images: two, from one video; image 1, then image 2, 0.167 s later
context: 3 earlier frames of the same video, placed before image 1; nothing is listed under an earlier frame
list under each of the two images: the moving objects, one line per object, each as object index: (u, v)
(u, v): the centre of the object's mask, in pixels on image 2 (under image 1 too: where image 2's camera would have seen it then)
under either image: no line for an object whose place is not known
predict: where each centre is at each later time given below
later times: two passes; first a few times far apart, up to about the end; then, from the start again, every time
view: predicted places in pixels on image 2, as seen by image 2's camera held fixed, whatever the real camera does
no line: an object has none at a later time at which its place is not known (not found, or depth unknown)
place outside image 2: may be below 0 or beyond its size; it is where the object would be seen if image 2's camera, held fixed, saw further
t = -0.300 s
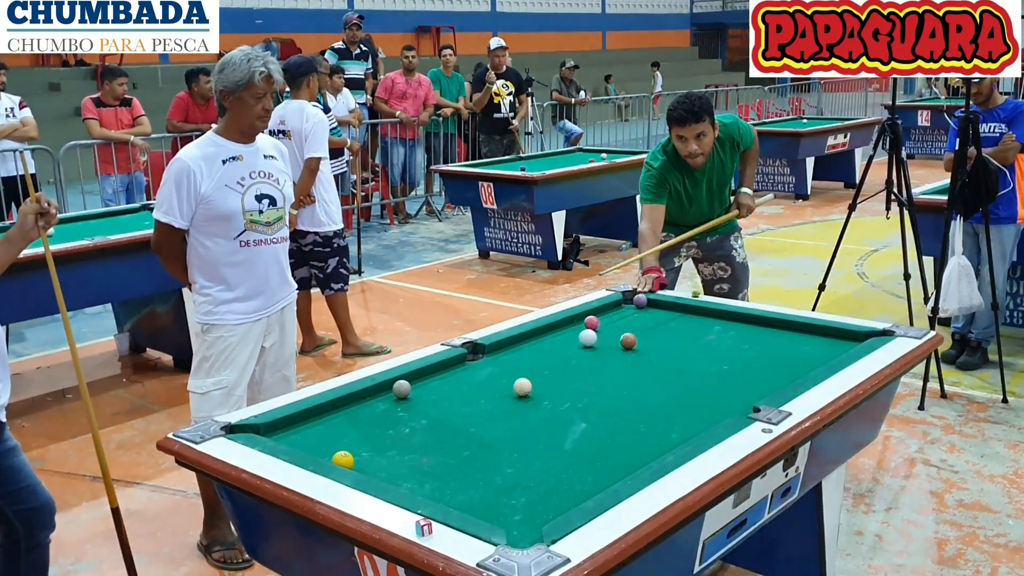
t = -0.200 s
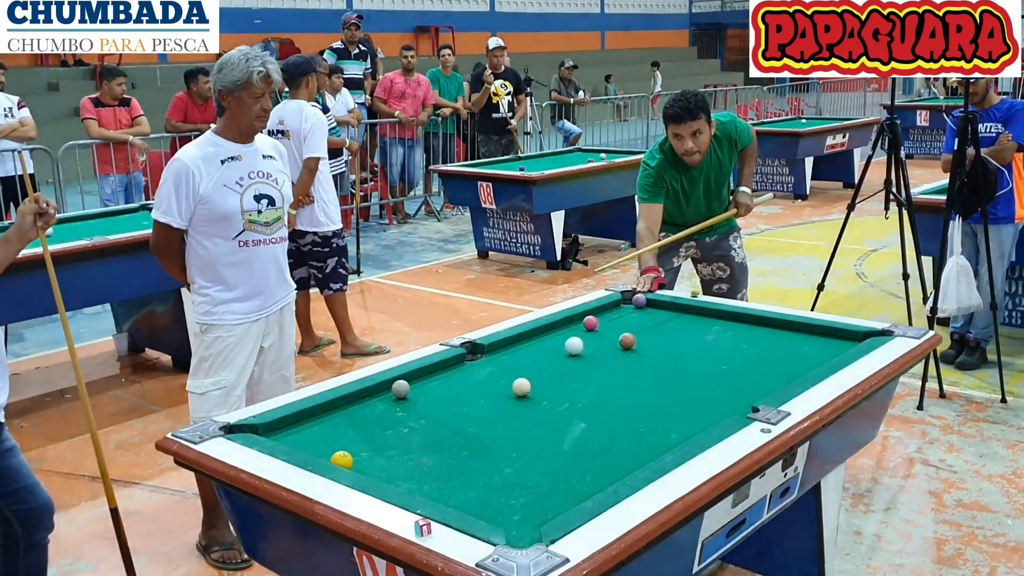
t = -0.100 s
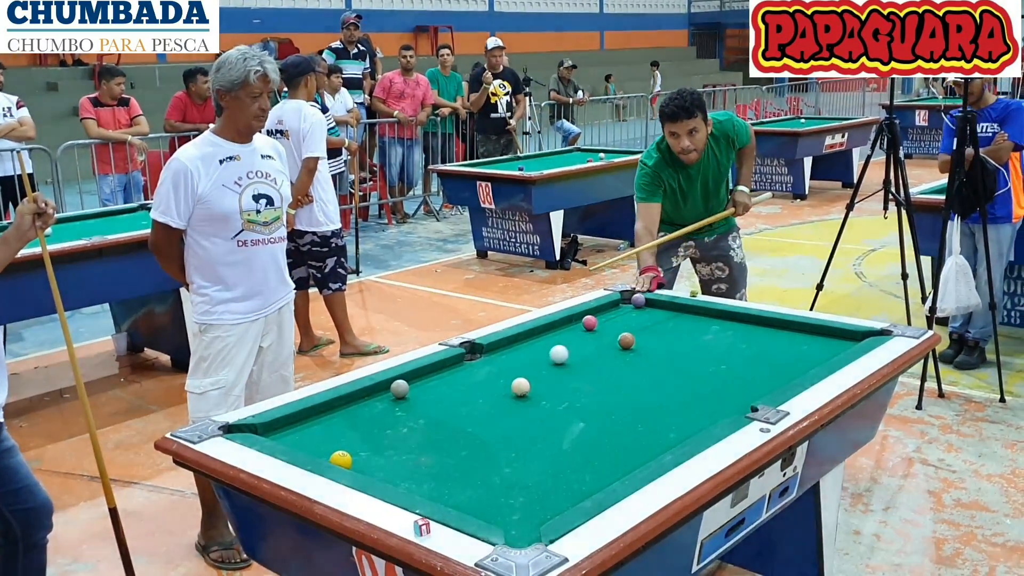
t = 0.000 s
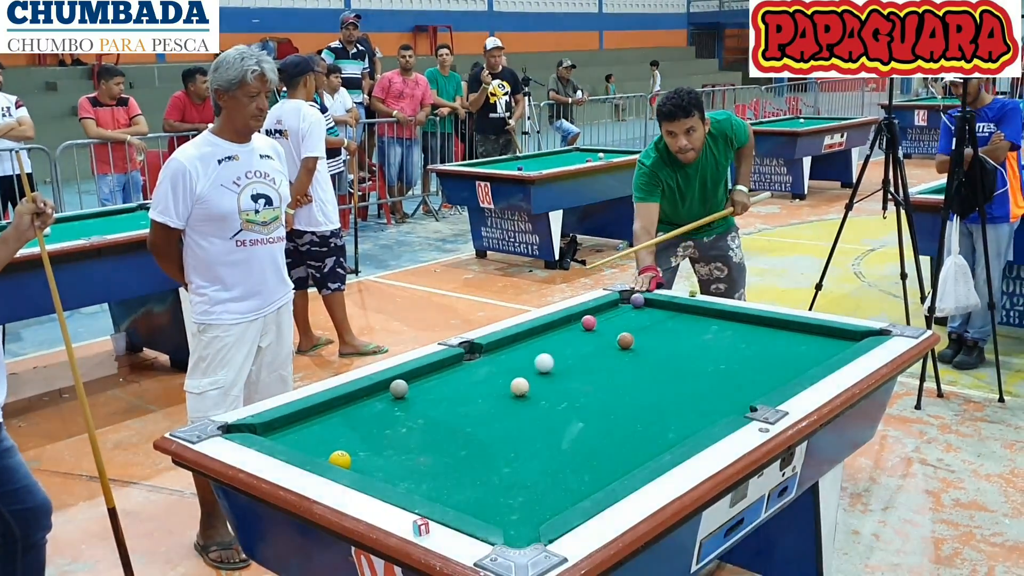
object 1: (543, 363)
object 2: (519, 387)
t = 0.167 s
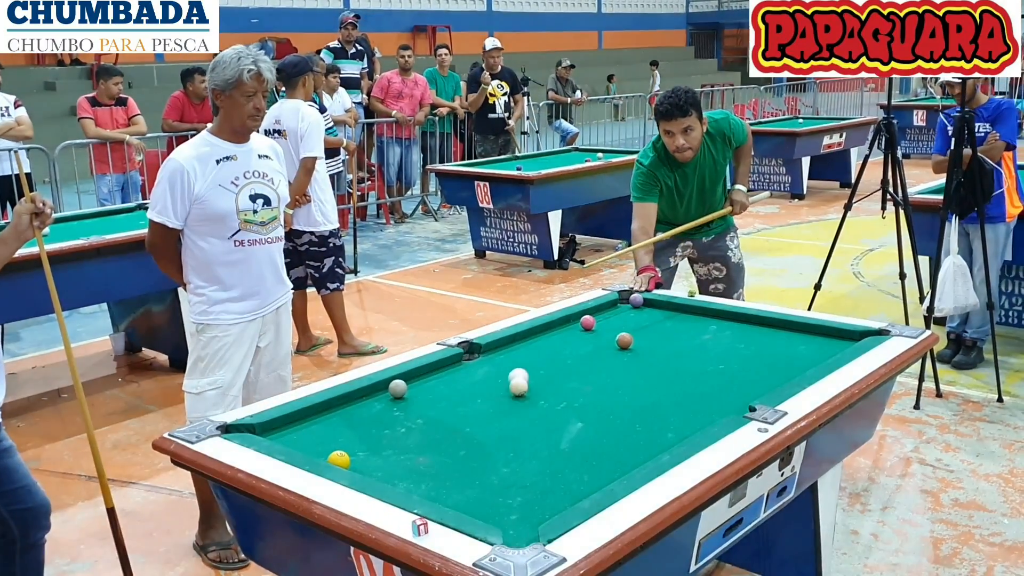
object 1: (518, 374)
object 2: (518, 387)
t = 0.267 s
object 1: (502, 383)
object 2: (520, 395)
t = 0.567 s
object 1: (451, 398)
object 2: (524, 417)
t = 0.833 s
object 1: (405, 412)
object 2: (527, 439)
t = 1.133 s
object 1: (353, 427)
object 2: (530, 465)
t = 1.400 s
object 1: (306, 441)
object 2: (532, 489)
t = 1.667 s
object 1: (308, 436)
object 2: (533, 513)
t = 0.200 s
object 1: (511, 378)
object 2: (519, 389)
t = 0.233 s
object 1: (506, 381)
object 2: (520, 392)
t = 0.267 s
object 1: (502, 383)
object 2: (520, 395)
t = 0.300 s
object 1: (496, 385)
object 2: (521, 397)
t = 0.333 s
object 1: (490, 387)
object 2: (521, 400)
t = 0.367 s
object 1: (485, 388)
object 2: (521, 402)
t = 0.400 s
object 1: (479, 390)
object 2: (522, 405)
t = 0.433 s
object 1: (474, 391)
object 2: (522, 407)
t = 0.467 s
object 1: (468, 393)
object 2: (523, 410)
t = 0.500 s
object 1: (462, 395)
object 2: (523, 412)
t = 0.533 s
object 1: (457, 396)
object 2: (523, 415)
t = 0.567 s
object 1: (451, 398)
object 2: (524, 417)
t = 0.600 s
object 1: (446, 400)
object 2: (524, 420)
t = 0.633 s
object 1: (440, 401)
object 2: (525, 423)
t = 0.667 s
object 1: (434, 403)
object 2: (525, 425)
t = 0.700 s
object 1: (428, 405)
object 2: (525, 428)
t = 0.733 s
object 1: (423, 407)
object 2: (526, 431)
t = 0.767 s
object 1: (417, 408)
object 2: (526, 433)
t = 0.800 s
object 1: (411, 410)
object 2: (526, 436)
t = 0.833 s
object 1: (405, 412)
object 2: (527, 439)
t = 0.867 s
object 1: (399, 413)
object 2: (527, 442)
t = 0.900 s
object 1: (394, 415)
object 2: (527, 445)
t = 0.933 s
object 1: (388, 417)
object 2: (528, 447)
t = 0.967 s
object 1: (382, 418)
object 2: (528, 450)
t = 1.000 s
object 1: (376, 420)
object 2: (528, 453)
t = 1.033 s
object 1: (370, 422)
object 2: (529, 456)
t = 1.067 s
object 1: (364, 424)
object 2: (529, 459)
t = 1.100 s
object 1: (359, 425)
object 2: (529, 462)
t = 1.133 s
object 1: (353, 427)
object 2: (530, 465)
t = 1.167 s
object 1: (347, 429)
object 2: (530, 468)
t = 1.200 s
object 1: (341, 431)
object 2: (530, 471)
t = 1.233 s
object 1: (335, 432)
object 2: (530, 474)
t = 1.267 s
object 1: (329, 434)
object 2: (531, 477)
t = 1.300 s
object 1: (323, 436)
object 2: (531, 480)
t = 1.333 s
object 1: (318, 437)
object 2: (531, 483)
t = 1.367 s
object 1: (311, 439)
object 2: (531, 486)
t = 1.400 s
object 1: (306, 441)
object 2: (532, 489)
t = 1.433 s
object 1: (301, 441)
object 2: (532, 492)
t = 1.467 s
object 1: (295, 442)
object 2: (532, 495)
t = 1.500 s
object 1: (296, 441)
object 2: (532, 498)
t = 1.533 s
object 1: (298, 440)
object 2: (532, 501)
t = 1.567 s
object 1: (301, 440)
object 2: (533, 504)
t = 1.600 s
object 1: (303, 439)
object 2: (533, 507)
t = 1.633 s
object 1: (306, 438)
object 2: (533, 510)
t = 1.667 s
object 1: (308, 436)
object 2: (533, 513)
